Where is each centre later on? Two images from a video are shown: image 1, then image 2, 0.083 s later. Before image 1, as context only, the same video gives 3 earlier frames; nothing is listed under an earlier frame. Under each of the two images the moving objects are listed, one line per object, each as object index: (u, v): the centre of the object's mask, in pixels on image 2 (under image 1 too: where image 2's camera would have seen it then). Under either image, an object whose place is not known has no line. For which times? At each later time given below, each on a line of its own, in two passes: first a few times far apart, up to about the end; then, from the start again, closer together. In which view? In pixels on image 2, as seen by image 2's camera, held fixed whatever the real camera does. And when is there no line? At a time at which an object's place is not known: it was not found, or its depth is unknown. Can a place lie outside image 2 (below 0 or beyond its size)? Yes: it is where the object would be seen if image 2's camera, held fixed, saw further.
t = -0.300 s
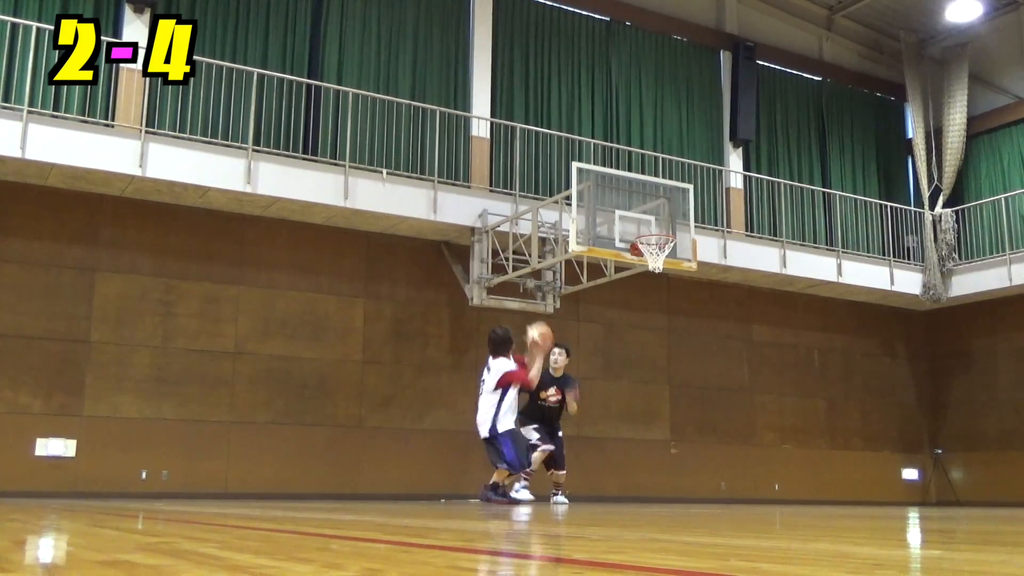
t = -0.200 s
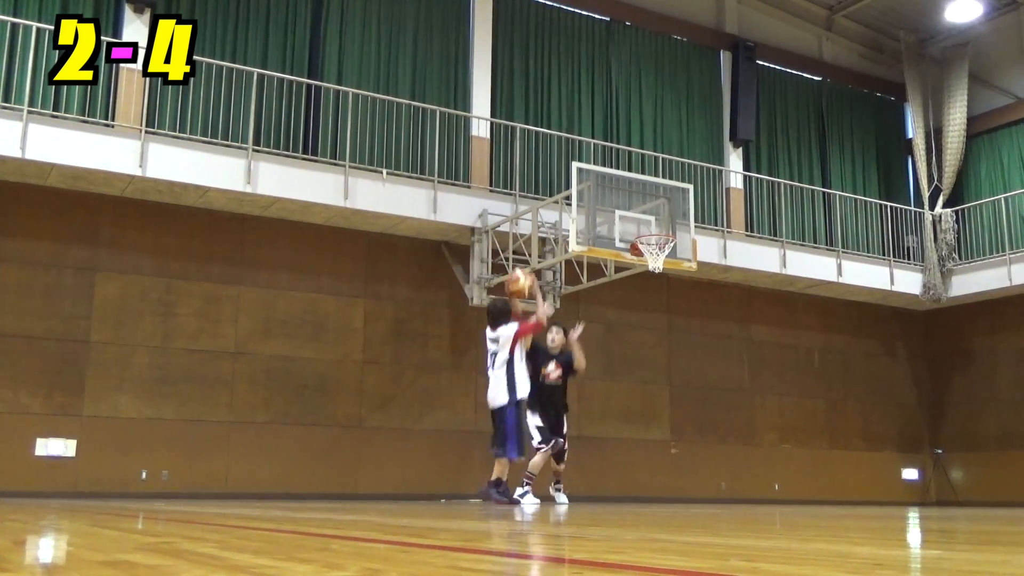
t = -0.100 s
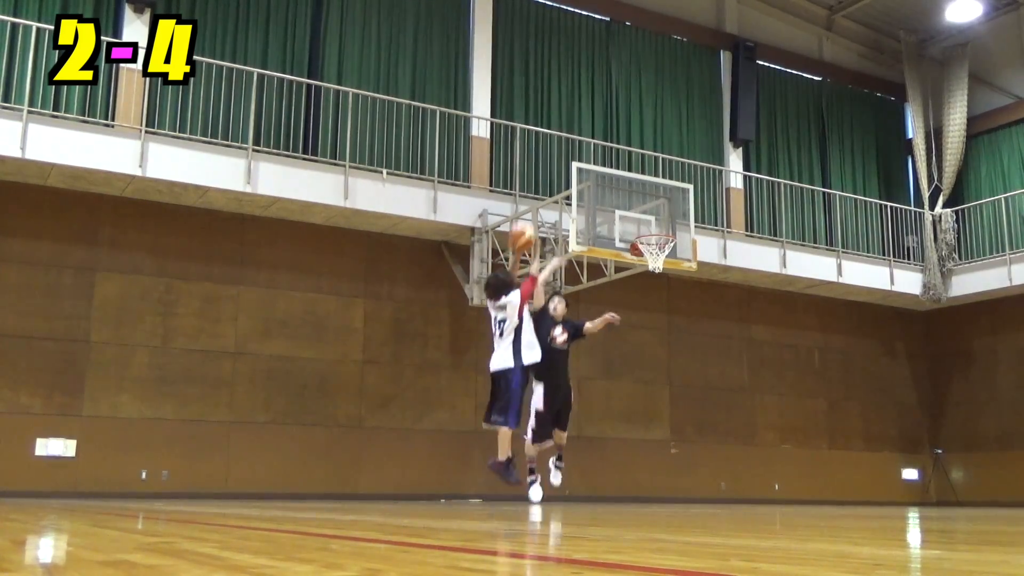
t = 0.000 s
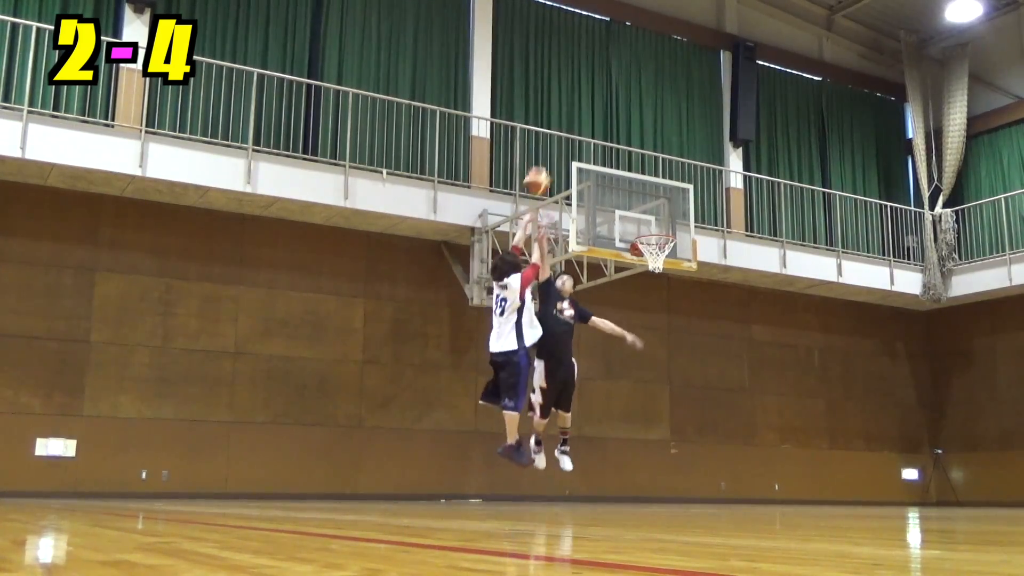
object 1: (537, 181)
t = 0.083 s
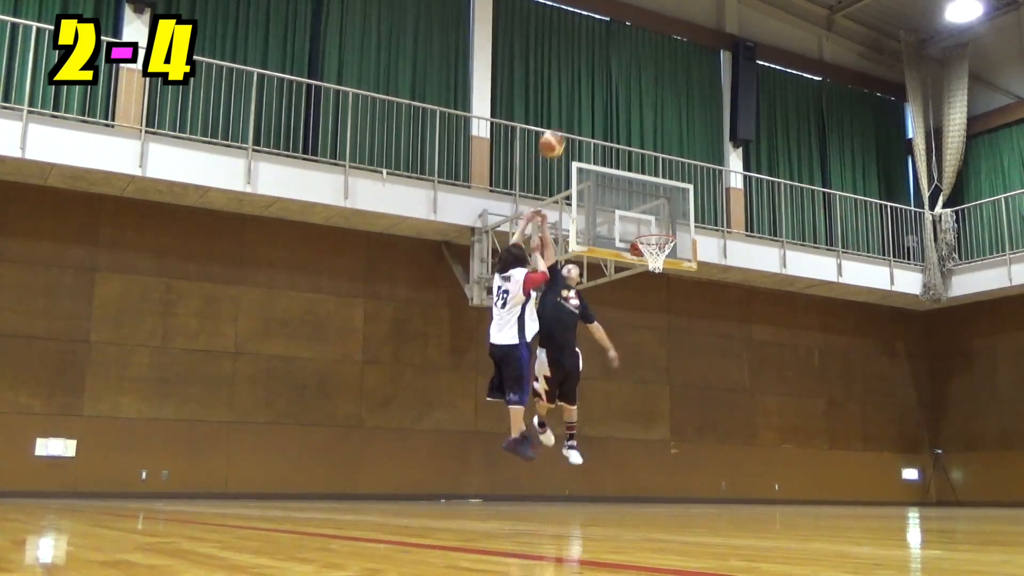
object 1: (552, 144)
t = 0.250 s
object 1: (579, 96)
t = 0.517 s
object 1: (617, 77)
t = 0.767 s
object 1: (649, 116)
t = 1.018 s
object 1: (678, 201)
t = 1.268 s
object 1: (706, 328)
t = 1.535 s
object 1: (735, 489)
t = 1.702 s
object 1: (740, 411)
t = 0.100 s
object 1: (555, 137)
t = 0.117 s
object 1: (558, 131)
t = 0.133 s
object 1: (561, 126)
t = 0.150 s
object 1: (563, 120)
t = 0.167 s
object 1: (567, 116)
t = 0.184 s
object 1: (569, 111)
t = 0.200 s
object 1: (572, 107)
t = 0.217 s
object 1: (574, 103)
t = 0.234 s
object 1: (577, 99)
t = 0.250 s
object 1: (579, 96)
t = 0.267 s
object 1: (581, 92)
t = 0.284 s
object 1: (584, 90)
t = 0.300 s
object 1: (586, 86)
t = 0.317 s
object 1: (589, 85)
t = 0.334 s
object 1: (591, 83)
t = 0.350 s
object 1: (594, 81)
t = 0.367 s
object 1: (596, 80)
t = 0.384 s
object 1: (599, 79)
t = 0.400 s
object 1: (601, 77)
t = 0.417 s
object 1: (603, 77)
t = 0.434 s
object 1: (605, 76)
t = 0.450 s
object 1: (607, 76)
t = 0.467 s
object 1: (610, 76)
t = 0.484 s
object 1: (612, 76)
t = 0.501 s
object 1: (614, 77)
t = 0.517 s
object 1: (617, 77)
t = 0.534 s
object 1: (619, 79)
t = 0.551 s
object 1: (621, 80)
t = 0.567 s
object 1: (624, 82)
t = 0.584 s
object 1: (625, 83)
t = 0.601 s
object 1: (628, 85)
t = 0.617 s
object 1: (630, 87)
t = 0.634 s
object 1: (632, 90)
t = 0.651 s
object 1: (634, 92)
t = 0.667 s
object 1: (636, 95)
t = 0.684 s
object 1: (638, 98)
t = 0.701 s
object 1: (640, 101)
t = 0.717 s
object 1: (642, 104)
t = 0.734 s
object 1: (644, 108)
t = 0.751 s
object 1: (646, 112)
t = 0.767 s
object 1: (649, 116)
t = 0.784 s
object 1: (651, 120)
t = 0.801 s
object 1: (653, 125)
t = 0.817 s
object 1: (655, 130)
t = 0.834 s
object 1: (657, 134)
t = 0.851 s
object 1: (659, 139)
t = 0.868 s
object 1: (660, 144)
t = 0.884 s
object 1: (662, 150)
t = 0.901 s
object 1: (664, 155)
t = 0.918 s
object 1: (666, 161)
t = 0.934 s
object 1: (668, 168)
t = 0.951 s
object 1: (670, 173)
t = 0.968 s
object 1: (672, 180)
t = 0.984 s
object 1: (674, 187)
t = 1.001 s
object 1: (675, 195)
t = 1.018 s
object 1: (678, 201)
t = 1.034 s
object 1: (680, 208)
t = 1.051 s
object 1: (681, 215)
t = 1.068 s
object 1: (683, 222)
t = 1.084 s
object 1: (684, 230)
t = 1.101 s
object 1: (687, 239)
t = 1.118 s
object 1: (690, 247)
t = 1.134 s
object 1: (692, 253)
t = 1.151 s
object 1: (692, 264)
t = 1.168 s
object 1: (694, 273)
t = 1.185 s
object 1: (696, 282)
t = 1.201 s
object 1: (698, 291)
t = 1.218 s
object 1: (700, 300)
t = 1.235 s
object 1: (702, 309)
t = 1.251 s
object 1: (704, 319)
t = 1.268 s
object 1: (706, 328)
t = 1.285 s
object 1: (708, 338)
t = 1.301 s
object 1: (709, 348)
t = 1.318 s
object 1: (711, 358)
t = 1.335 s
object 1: (713, 369)
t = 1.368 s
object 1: (717, 389)
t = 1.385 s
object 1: (718, 401)
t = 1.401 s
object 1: (720, 414)
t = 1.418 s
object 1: (722, 424)
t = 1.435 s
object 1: (726, 434)
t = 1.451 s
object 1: (727, 446)
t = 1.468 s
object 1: (729, 456)
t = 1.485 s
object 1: (731, 468)
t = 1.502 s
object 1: (732, 480)
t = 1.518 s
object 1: (734, 493)
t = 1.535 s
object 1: (735, 489)
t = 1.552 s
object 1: (736, 480)
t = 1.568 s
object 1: (737, 471)
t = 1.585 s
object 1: (738, 464)
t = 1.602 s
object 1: (739, 455)
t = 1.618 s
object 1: (739, 447)
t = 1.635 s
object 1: (739, 440)
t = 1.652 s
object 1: (739, 432)
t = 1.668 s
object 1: (739, 425)
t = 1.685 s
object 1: (740, 419)
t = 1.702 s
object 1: (740, 411)
